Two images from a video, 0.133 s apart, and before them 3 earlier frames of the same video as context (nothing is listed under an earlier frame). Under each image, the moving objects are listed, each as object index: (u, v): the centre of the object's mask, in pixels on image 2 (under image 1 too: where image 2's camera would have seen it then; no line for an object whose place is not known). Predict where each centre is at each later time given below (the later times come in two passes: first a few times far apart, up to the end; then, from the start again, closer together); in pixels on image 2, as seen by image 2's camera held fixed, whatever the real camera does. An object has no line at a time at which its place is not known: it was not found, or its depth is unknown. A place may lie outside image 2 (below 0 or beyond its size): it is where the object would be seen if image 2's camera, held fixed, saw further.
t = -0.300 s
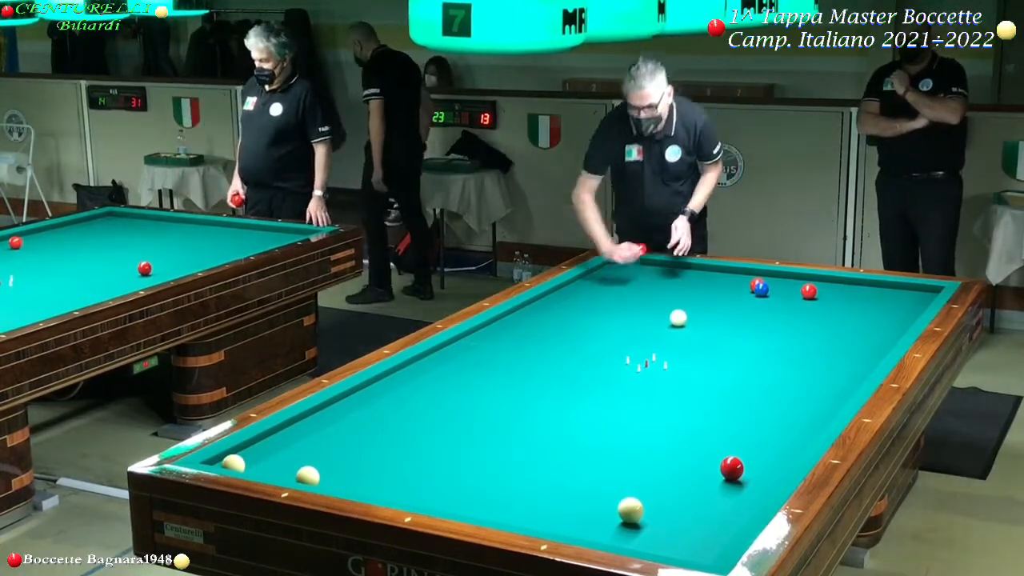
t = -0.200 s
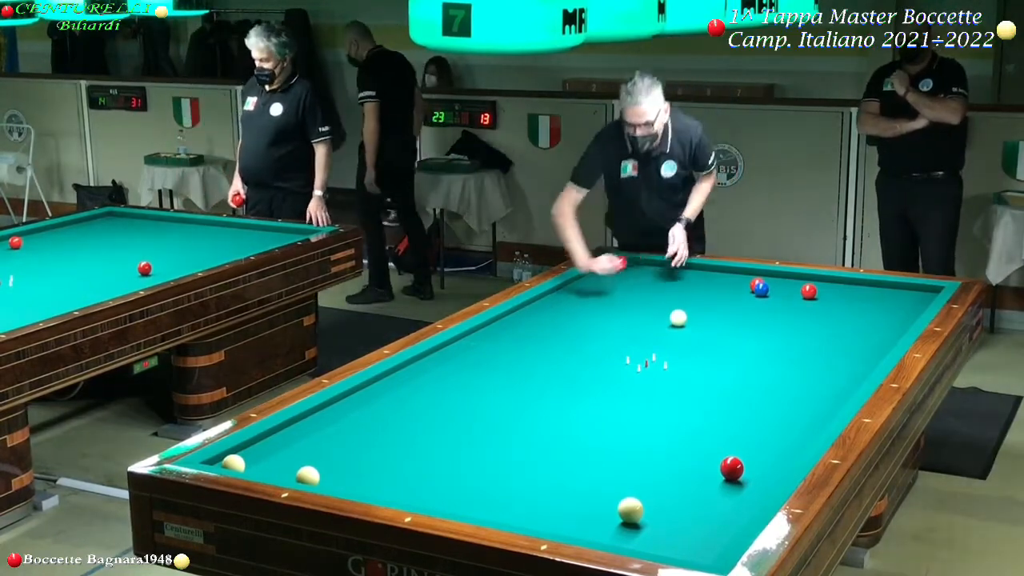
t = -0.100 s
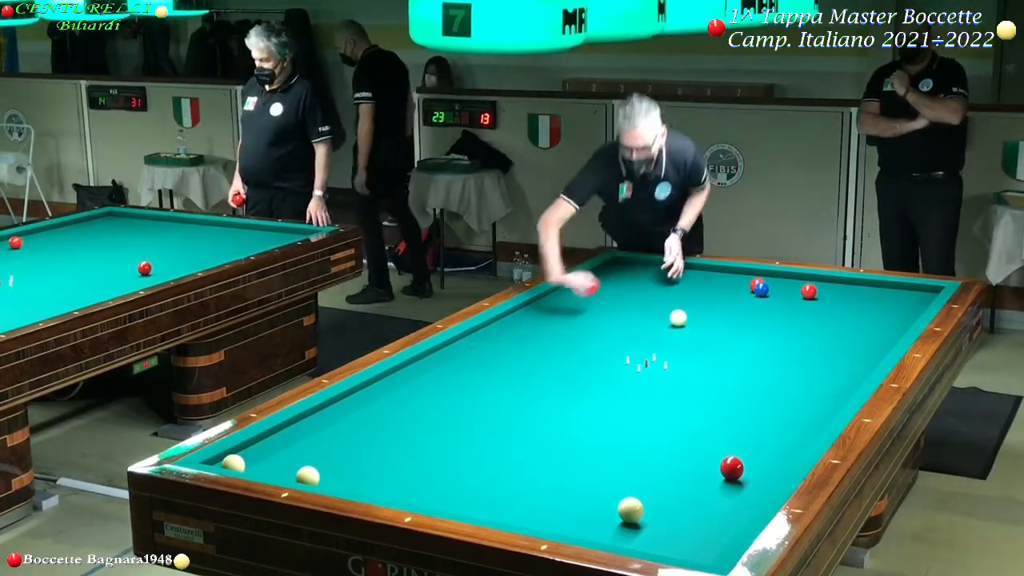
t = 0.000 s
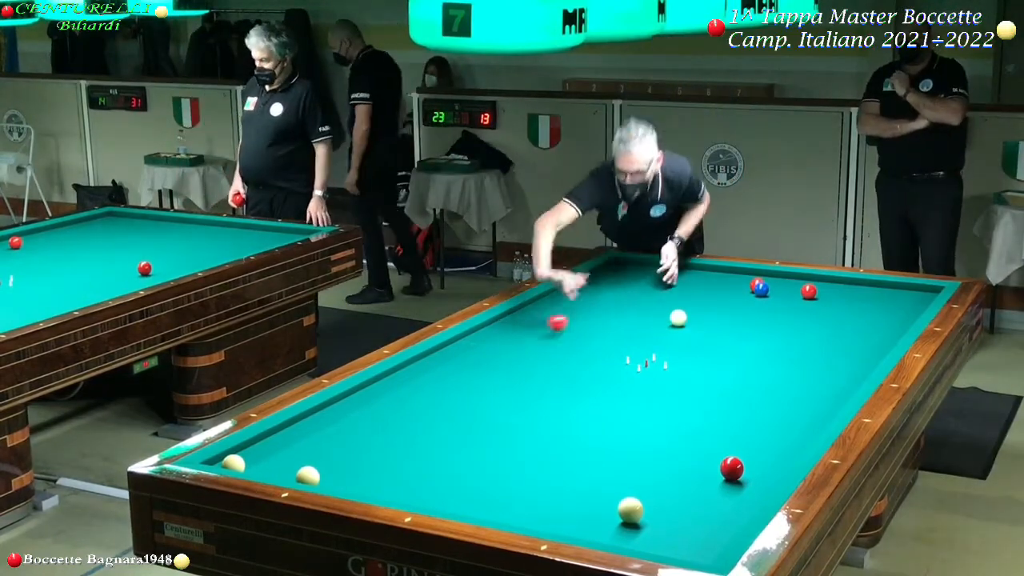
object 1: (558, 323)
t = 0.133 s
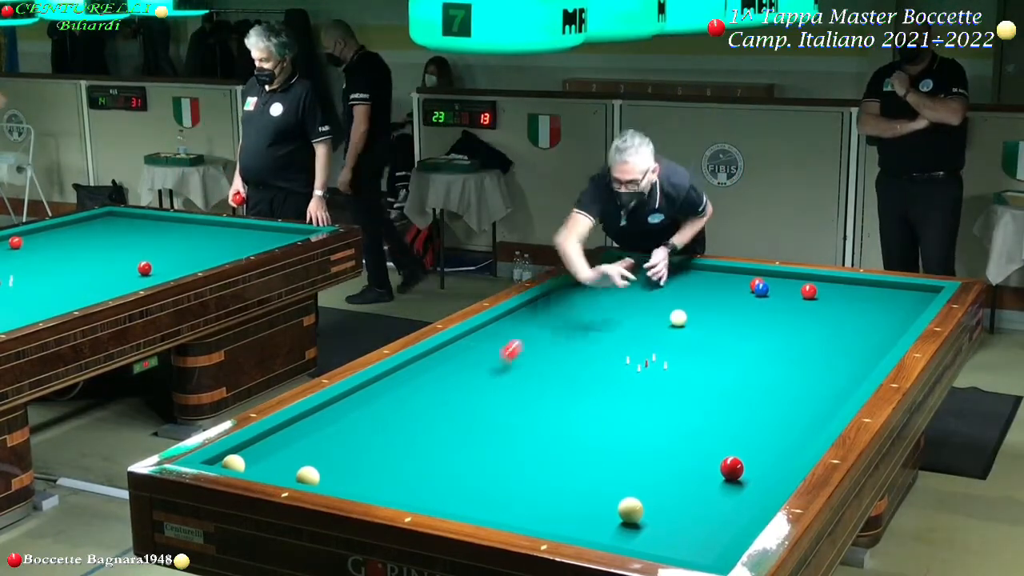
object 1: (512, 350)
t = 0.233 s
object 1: (472, 379)
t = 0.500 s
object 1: (340, 477)
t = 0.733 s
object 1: (432, 427)
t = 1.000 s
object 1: (518, 380)
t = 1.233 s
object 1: (573, 349)
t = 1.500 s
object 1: (626, 320)
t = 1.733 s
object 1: (667, 297)
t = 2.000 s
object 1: (707, 275)
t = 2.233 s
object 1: (708, 275)
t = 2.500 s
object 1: (684, 290)
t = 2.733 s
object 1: (665, 301)
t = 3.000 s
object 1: (641, 316)
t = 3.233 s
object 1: (618, 329)
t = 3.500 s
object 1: (592, 345)
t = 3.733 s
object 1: (566, 360)
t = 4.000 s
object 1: (536, 379)
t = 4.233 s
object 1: (507, 397)
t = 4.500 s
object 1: (472, 419)
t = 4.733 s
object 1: (439, 439)
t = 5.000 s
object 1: (397, 465)
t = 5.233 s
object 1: (358, 486)
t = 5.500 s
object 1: (383, 473)
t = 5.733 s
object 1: (404, 460)
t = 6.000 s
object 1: (425, 447)
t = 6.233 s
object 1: (443, 436)
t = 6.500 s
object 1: (461, 423)
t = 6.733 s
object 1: (476, 414)
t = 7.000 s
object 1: (492, 404)
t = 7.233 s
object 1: (505, 396)
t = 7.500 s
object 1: (519, 387)
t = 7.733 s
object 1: (531, 380)
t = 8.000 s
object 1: (542, 372)
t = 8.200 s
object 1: (551, 367)
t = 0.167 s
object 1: (499, 366)
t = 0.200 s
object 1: (485, 372)
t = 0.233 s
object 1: (472, 379)
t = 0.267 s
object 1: (458, 390)
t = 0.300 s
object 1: (442, 406)
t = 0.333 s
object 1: (427, 414)
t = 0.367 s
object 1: (411, 425)
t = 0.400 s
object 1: (394, 439)
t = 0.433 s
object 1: (377, 450)
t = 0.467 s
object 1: (360, 464)
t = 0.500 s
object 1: (340, 477)
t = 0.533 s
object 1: (337, 479)
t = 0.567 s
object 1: (354, 470)
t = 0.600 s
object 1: (372, 461)
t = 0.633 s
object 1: (387, 452)
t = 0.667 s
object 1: (403, 443)
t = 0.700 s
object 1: (419, 435)
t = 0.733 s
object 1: (432, 427)
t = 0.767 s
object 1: (446, 420)
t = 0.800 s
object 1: (458, 413)
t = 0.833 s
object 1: (469, 406)
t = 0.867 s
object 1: (480, 400)
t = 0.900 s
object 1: (491, 395)
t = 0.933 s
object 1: (500, 390)
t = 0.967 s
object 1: (509, 385)
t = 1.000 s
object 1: (518, 380)
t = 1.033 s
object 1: (527, 375)
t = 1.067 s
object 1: (535, 370)
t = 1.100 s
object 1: (543, 366)
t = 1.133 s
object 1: (550, 362)
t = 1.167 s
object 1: (558, 358)
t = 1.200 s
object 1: (565, 354)
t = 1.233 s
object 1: (573, 349)
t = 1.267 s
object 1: (580, 345)
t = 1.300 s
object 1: (587, 342)
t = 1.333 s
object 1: (594, 338)
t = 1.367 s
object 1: (601, 334)
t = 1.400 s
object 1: (607, 330)
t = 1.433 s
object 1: (614, 327)
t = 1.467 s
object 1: (620, 323)
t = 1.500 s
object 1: (626, 320)
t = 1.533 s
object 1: (633, 316)
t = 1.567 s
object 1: (638, 313)
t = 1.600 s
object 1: (645, 310)
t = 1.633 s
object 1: (650, 307)
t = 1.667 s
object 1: (656, 304)
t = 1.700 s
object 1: (661, 301)
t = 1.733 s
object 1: (667, 297)
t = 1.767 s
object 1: (672, 295)
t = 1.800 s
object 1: (677, 292)
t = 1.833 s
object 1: (683, 289)
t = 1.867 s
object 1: (688, 286)
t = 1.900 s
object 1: (693, 283)
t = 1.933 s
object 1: (698, 281)
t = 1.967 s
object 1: (703, 278)
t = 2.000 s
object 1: (707, 275)
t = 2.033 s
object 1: (712, 273)
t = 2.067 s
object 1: (716, 270)
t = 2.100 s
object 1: (720, 269)
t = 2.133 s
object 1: (718, 270)
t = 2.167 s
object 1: (715, 272)
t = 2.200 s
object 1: (711, 274)
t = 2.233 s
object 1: (708, 275)
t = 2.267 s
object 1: (705, 278)
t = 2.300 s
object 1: (701, 280)
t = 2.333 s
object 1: (698, 281)
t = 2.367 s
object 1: (695, 283)
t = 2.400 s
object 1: (693, 285)
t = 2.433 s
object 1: (690, 286)
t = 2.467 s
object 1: (687, 288)
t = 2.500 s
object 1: (684, 290)
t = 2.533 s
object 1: (682, 291)
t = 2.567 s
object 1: (679, 293)
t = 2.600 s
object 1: (676, 294)
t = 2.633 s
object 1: (673, 296)
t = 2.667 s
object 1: (670, 298)
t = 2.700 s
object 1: (668, 299)
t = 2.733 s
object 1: (665, 301)
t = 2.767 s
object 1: (662, 303)
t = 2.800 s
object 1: (659, 305)
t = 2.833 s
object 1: (656, 306)
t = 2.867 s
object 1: (653, 308)
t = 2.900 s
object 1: (650, 310)
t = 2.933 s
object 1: (647, 312)
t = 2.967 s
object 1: (644, 314)
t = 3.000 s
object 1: (641, 316)
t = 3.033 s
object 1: (638, 317)
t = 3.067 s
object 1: (634, 319)
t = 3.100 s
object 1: (631, 321)
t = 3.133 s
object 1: (628, 323)
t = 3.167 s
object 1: (625, 325)
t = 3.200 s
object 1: (622, 327)
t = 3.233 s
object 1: (618, 329)
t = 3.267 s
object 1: (615, 331)
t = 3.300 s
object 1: (612, 333)
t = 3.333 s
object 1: (609, 335)
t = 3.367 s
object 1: (605, 337)
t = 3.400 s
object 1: (602, 339)
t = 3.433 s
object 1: (599, 341)
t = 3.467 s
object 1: (596, 343)
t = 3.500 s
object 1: (592, 345)
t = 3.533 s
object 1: (588, 347)
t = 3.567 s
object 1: (585, 349)
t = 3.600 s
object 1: (581, 351)
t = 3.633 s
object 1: (578, 354)
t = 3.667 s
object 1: (574, 356)
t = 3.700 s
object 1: (570, 358)
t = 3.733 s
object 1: (566, 360)
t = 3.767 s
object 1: (563, 362)
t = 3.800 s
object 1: (559, 365)
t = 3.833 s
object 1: (555, 367)
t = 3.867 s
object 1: (552, 370)
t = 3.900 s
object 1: (547, 372)
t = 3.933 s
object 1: (544, 374)
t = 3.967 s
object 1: (540, 377)
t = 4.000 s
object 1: (536, 379)
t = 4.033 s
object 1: (532, 381)
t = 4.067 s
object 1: (528, 384)
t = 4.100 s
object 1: (524, 386)
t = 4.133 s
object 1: (520, 389)
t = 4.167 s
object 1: (516, 391)
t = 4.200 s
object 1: (511, 394)
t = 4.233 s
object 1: (507, 397)
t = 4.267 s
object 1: (503, 399)
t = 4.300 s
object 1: (499, 402)
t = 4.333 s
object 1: (494, 405)
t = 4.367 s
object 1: (490, 407)
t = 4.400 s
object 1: (485, 410)
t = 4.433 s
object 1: (481, 413)
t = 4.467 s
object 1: (476, 416)
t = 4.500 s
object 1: (472, 419)
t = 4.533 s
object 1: (467, 422)
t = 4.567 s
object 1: (462, 424)
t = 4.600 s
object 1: (458, 427)
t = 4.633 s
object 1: (453, 430)
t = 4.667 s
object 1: (448, 433)
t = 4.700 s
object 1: (443, 437)
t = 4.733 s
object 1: (439, 439)
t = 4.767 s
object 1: (433, 443)
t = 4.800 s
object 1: (428, 446)
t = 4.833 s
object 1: (423, 449)
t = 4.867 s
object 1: (418, 452)
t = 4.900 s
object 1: (412, 455)
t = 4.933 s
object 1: (408, 458)
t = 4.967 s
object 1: (402, 462)
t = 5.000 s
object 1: (397, 465)
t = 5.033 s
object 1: (391, 468)
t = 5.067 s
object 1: (385, 472)
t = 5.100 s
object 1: (380, 475)
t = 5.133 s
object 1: (375, 479)
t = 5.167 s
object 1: (369, 482)
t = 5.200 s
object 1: (363, 485)
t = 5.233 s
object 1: (358, 486)
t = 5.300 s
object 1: (363, 485)
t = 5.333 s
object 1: (366, 484)
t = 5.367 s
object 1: (370, 481)
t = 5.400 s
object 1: (374, 479)
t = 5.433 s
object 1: (377, 477)
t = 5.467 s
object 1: (380, 475)
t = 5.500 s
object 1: (383, 473)
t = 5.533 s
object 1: (386, 472)
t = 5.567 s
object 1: (389, 470)
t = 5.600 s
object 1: (392, 468)
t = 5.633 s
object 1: (395, 466)
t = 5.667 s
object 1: (398, 464)
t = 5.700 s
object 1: (401, 462)
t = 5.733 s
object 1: (404, 460)
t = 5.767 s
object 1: (407, 459)
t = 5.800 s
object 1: (409, 457)
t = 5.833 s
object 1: (412, 455)
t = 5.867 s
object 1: (415, 453)
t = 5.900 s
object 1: (417, 452)
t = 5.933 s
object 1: (420, 450)
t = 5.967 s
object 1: (423, 448)
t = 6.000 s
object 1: (425, 447)
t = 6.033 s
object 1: (428, 445)
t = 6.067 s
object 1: (430, 443)
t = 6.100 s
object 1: (433, 441)
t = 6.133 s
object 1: (435, 440)
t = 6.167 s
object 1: (438, 439)
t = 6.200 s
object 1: (440, 437)
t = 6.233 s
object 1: (443, 436)
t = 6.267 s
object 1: (445, 434)
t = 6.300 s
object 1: (448, 433)
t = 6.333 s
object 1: (450, 431)
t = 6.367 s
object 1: (452, 430)
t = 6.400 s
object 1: (454, 428)
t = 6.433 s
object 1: (457, 427)
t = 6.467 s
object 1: (459, 425)
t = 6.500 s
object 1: (461, 423)
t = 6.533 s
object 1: (463, 422)
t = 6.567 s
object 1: (465, 421)
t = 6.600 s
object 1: (468, 420)
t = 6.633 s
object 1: (470, 418)
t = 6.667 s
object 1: (472, 417)
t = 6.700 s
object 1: (474, 416)
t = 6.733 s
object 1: (476, 414)
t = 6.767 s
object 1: (478, 413)
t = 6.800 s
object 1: (480, 411)
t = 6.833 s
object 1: (482, 410)
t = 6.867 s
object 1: (484, 409)
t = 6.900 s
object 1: (486, 408)
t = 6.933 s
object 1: (488, 406)
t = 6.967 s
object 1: (490, 405)
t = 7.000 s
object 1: (492, 404)
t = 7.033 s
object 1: (494, 403)
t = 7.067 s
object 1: (496, 402)
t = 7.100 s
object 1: (498, 400)
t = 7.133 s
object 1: (499, 399)
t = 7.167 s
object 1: (501, 398)
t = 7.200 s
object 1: (503, 397)
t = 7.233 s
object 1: (505, 396)
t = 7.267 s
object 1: (507, 395)
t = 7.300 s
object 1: (509, 394)
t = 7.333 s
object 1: (510, 393)
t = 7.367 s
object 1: (512, 391)
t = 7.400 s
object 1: (514, 390)
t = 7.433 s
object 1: (516, 389)
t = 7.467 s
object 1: (517, 388)
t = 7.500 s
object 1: (519, 387)
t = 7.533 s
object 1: (521, 386)
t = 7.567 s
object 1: (522, 385)
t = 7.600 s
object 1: (524, 384)
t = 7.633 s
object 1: (526, 383)
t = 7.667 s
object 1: (527, 382)
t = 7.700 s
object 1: (529, 381)
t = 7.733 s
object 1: (531, 380)
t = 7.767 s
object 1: (532, 379)
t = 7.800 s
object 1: (534, 378)
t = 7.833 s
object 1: (535, 377)
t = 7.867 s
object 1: (537, 376)
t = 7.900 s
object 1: (538, 375)
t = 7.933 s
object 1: (540, 374)
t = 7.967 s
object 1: (541, 373)
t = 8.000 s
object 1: (542, 372)
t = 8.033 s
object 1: (544, 371)
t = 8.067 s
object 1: (545, 370)
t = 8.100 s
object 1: (547, 369)
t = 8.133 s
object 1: (548, 369)
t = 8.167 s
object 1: (549, 368)
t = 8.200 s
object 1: (551, 367)
